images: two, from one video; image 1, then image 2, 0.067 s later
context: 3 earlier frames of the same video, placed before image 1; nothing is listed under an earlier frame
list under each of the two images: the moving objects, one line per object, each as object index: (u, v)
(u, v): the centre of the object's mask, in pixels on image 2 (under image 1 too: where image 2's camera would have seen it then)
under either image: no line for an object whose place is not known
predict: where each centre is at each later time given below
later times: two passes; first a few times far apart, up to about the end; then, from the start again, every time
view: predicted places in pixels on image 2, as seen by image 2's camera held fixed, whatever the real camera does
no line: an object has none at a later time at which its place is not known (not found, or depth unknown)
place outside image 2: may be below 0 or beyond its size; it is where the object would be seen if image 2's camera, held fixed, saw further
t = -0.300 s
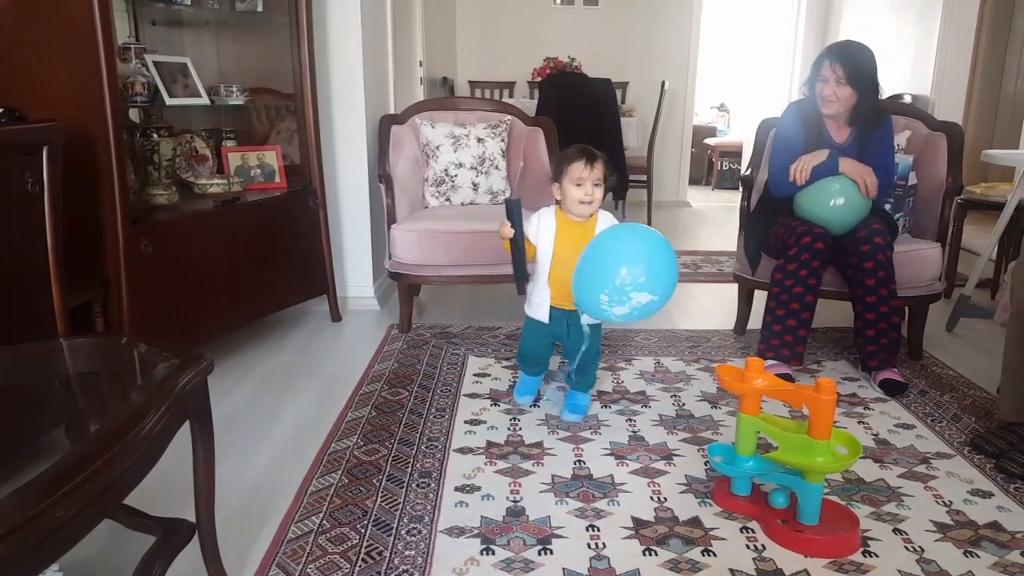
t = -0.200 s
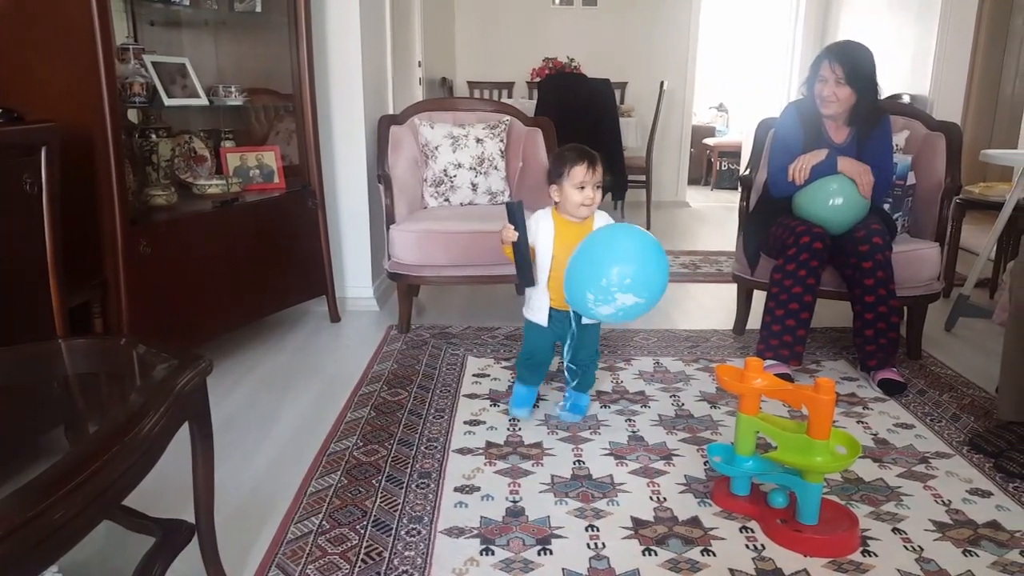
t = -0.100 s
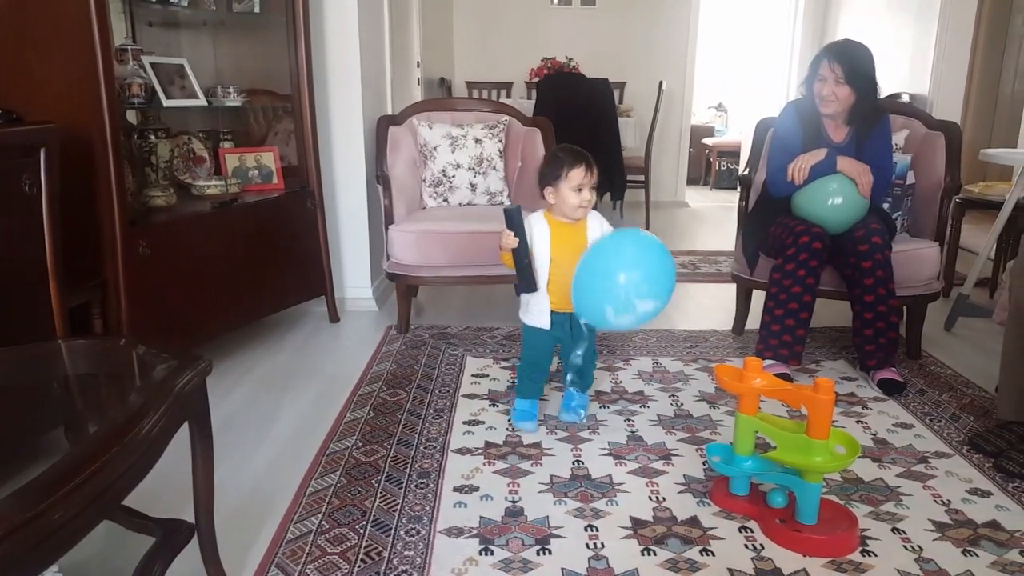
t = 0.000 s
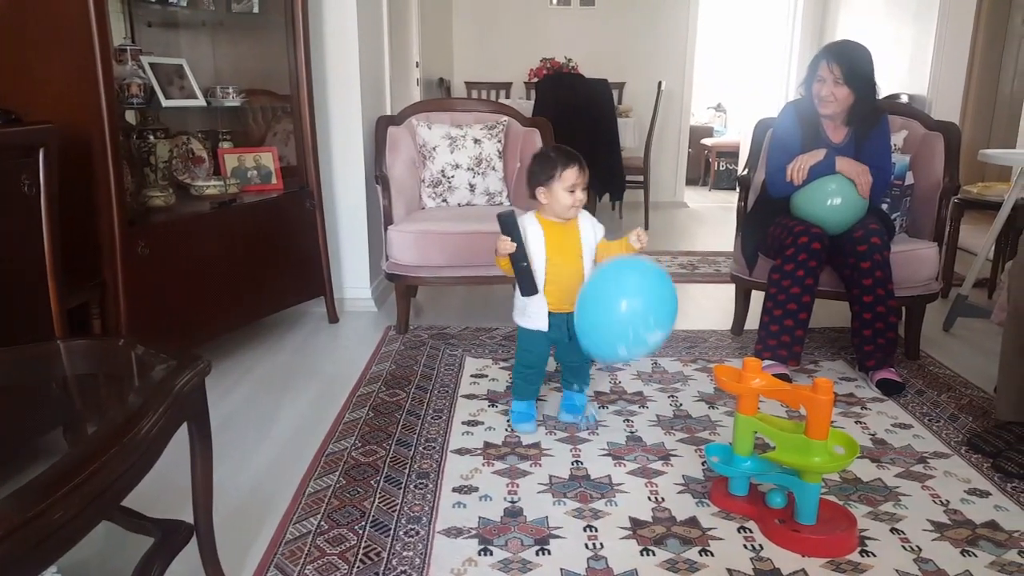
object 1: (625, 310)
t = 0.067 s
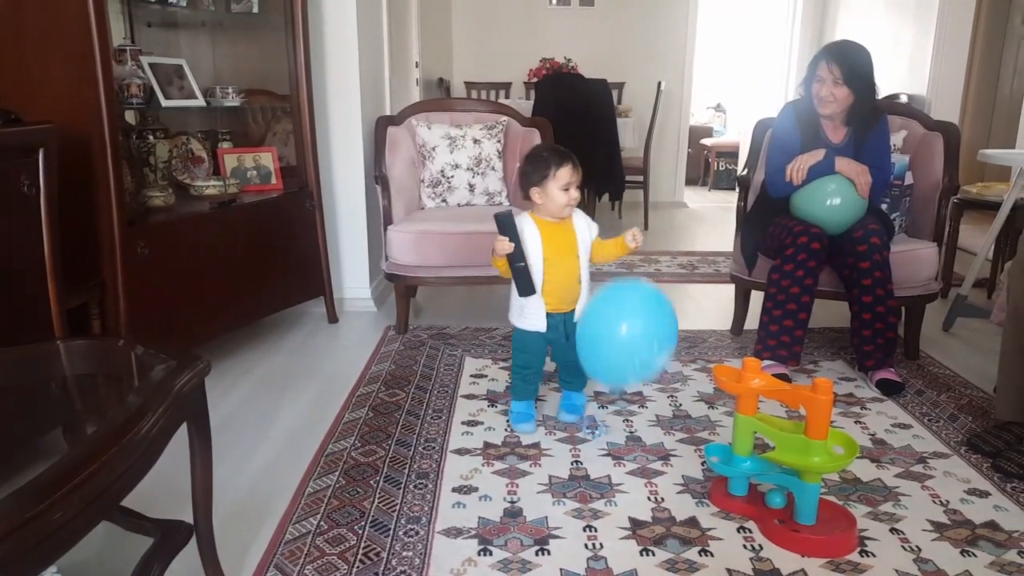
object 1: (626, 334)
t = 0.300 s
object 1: (631, 424)
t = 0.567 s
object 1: (639, 422)
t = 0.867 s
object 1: (639, 491)
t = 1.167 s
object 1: (660, 512)
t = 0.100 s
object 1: (627, 347)
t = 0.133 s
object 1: (628, 361)
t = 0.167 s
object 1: (628, 375)
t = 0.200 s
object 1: (629, 391)
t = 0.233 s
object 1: (629, 409)
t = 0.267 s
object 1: (630, 424)
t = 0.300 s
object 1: (631, 424)
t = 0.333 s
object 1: (632, 421)
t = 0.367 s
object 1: (633, 420)
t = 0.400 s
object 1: (634, 418)
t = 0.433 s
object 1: (635, 418)
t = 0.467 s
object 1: (636, 418)
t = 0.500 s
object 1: (637, 419)
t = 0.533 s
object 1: (638, 420)
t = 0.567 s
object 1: (639, 422)
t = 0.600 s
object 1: (639, 426)
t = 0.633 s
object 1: (640, 430)
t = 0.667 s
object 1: (640, 434)
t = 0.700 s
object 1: (640, 441)
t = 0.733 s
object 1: (640, 448)
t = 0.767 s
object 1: (640, 457)
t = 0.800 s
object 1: (640, 467)
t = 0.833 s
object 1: (639, 477)
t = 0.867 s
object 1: (639, 491)
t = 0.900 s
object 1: (638, 503)
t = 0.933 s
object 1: (638, 512)
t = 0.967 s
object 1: (639, 514)
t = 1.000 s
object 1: (643, 512)
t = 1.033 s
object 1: (646, 511)
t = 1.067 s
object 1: (650, 510)
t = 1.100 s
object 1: (653, 510)
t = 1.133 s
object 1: (657, 510)
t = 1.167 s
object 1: (660, 512)
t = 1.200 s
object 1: (663, 513)
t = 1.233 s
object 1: (666, 516)
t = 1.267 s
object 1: (669, 519)
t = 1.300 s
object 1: (672, 522)
